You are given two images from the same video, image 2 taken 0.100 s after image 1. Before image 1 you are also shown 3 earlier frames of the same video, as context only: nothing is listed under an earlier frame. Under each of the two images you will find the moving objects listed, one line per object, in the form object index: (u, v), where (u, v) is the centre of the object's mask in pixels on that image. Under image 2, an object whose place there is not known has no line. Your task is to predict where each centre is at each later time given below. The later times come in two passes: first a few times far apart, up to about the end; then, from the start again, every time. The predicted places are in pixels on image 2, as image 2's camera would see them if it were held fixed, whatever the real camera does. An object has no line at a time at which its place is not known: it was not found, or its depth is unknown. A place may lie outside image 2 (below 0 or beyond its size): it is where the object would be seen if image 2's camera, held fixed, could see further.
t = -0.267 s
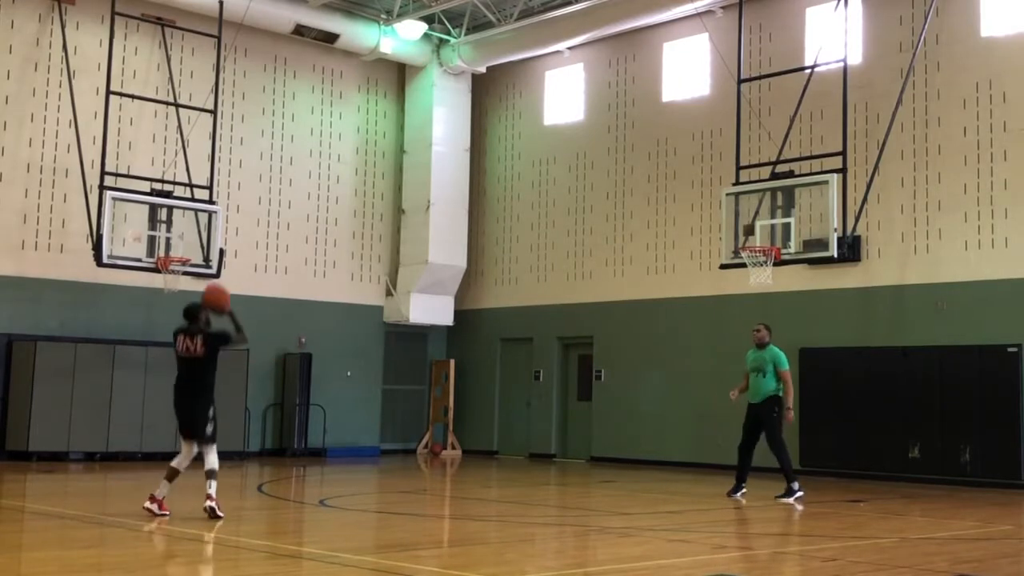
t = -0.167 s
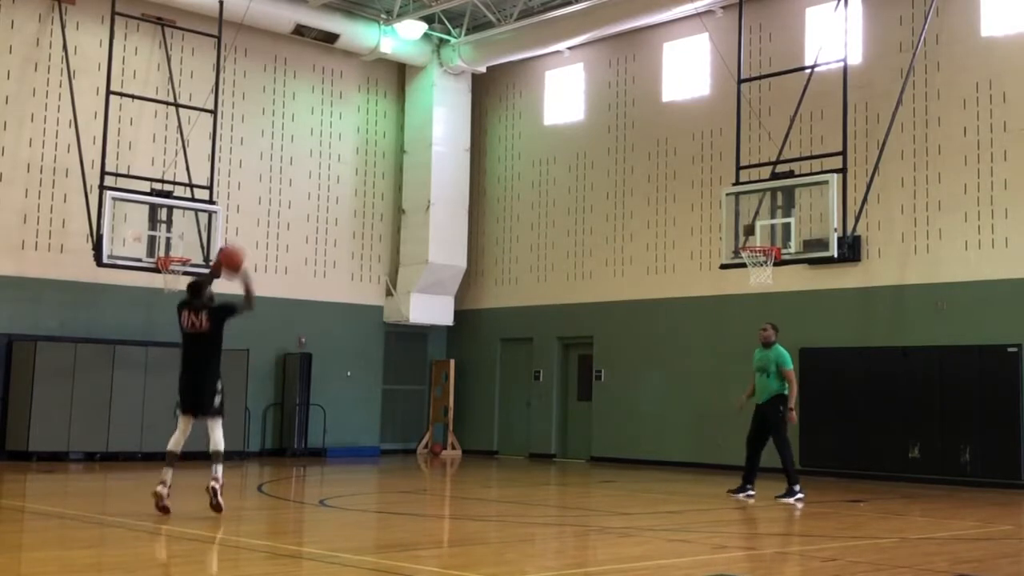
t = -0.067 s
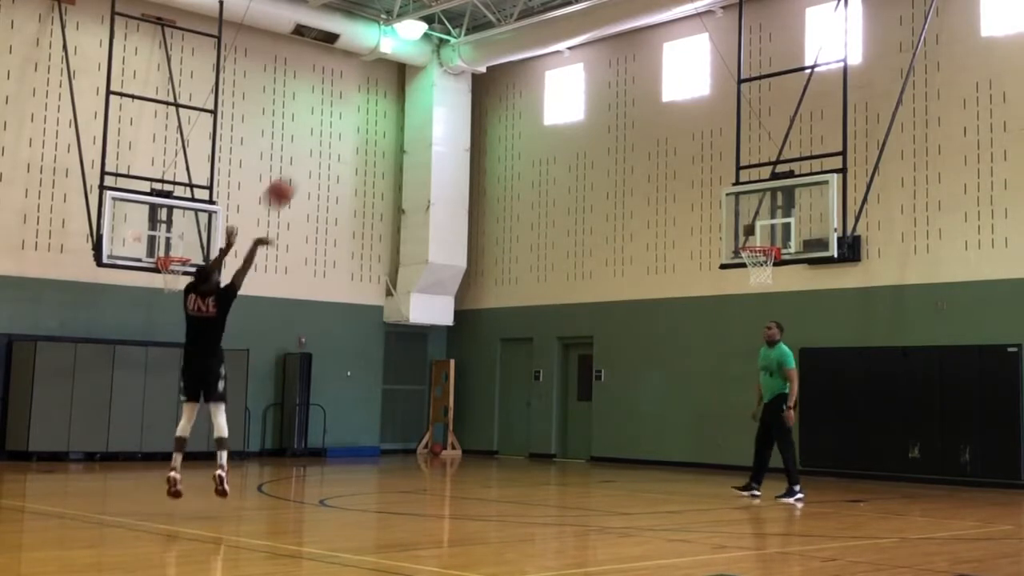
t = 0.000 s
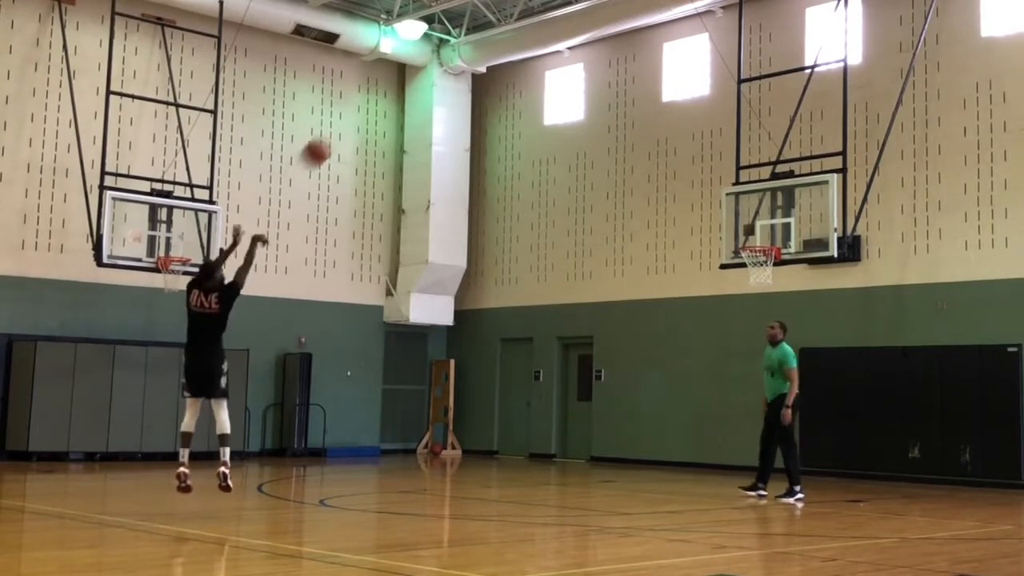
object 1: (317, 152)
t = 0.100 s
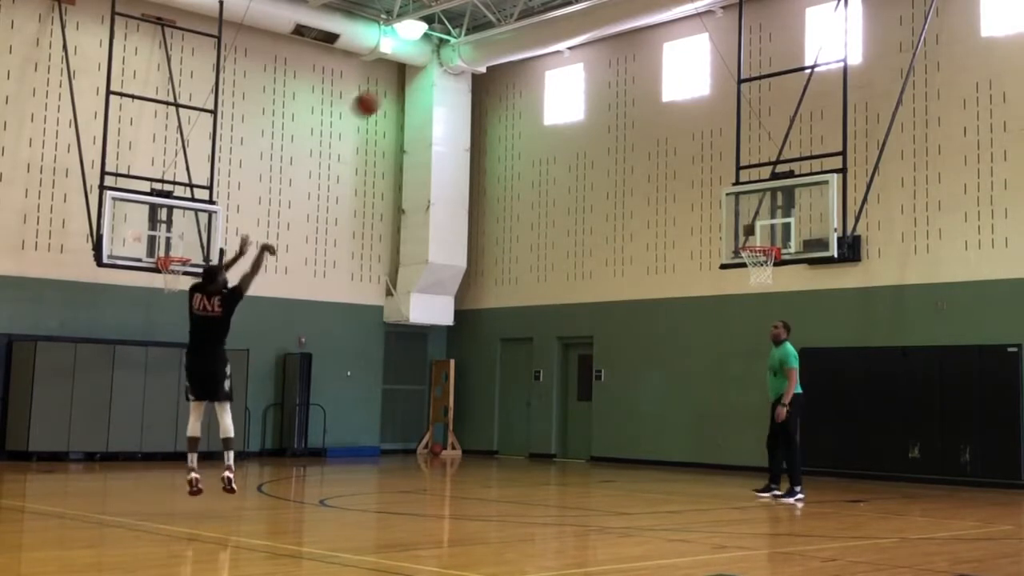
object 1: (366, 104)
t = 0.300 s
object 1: (455, 45)
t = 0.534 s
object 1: (543, 26)
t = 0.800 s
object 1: (630, 58)
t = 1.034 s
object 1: (696, 128)
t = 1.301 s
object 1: (765, 246)
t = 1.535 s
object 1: (739, 310)
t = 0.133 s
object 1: (382, 90)
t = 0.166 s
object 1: (397, 79)
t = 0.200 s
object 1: (412, 69)
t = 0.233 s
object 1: (426, 59)
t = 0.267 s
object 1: (440, 51)
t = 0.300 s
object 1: (455, 45)
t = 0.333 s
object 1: (469, 38)
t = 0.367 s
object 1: (482, 35)
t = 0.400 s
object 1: (494, 31)
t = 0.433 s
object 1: (507, 28)
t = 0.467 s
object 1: (519, 26)
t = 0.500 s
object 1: (531, 25)
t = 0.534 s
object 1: (543, 26)
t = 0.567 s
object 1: (554, 27)
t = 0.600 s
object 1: (566, 28)
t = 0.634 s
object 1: (577, 31)
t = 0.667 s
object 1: (590, 35)
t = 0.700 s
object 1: (600, 40)
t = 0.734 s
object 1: (609, 46)
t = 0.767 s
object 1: (620, 52)
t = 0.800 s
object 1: (630, 58)
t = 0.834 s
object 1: (640, 65)
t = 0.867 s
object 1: (650, 74)
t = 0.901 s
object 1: (658, 83)
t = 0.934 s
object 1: (669, 95)
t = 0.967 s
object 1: (679, 106)
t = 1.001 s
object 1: (688, 115)
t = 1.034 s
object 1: (696, 128)
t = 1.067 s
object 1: (706, 140)
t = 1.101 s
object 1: (714, 153)
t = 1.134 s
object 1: (723, 167)
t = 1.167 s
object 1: (731, 181)
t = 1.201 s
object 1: (740, 198)
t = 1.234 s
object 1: (748, 213)
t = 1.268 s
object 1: (758, 229)
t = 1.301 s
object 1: (765, 246)
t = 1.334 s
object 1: (765, 257)
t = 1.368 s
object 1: (765, 261)
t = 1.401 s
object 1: (755, 277)
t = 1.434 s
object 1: (751, 284)
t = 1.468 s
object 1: (746, 292)
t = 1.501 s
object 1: (742, 300)
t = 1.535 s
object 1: (739, 310)
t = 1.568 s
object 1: (734, 320)
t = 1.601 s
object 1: (730, 331)
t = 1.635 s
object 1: (726, 344)
